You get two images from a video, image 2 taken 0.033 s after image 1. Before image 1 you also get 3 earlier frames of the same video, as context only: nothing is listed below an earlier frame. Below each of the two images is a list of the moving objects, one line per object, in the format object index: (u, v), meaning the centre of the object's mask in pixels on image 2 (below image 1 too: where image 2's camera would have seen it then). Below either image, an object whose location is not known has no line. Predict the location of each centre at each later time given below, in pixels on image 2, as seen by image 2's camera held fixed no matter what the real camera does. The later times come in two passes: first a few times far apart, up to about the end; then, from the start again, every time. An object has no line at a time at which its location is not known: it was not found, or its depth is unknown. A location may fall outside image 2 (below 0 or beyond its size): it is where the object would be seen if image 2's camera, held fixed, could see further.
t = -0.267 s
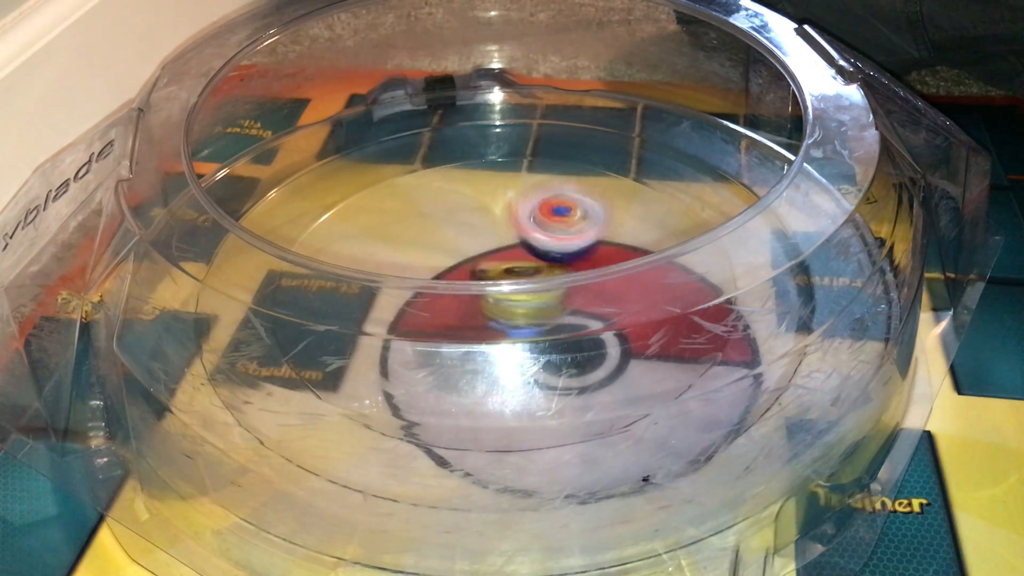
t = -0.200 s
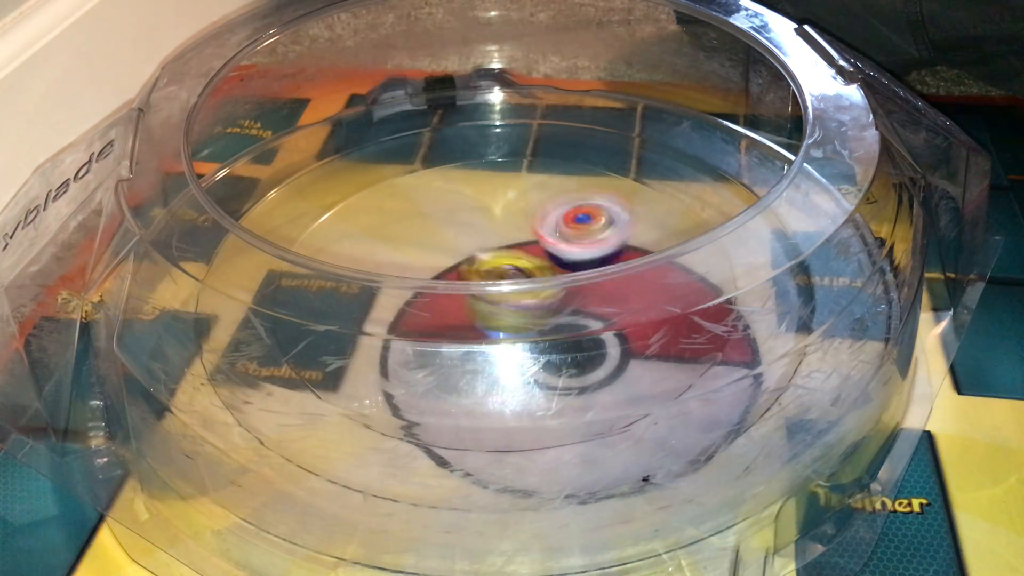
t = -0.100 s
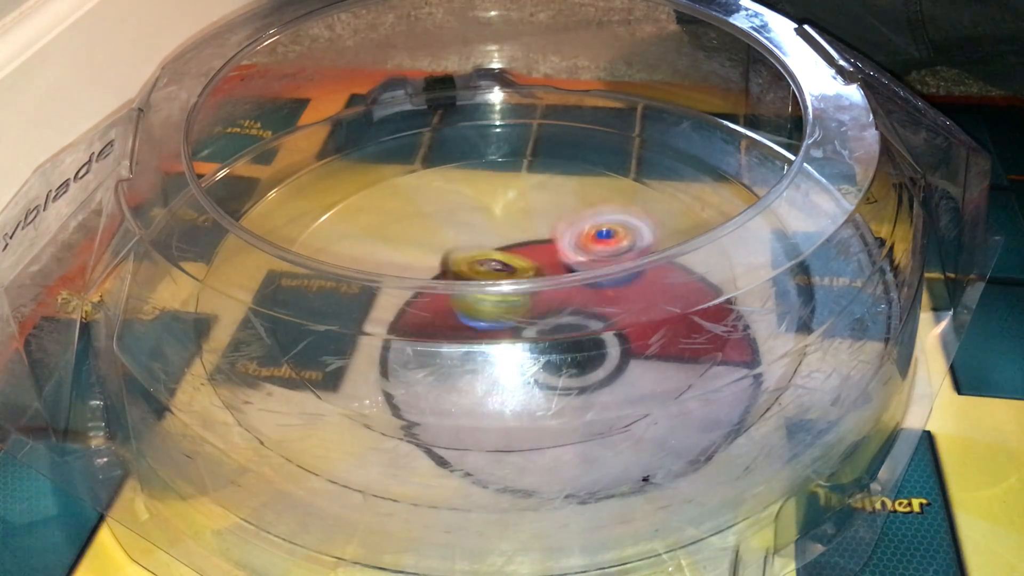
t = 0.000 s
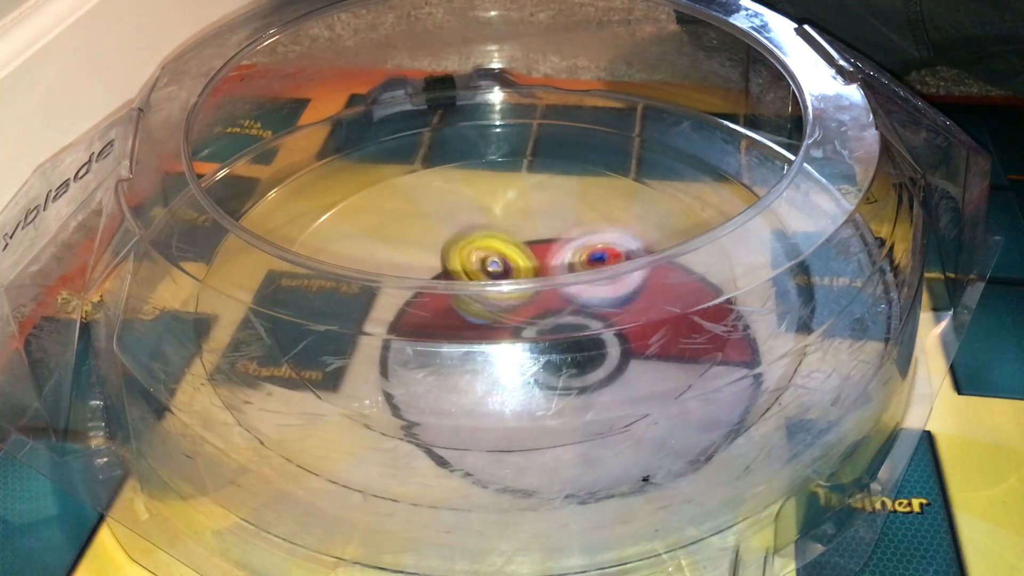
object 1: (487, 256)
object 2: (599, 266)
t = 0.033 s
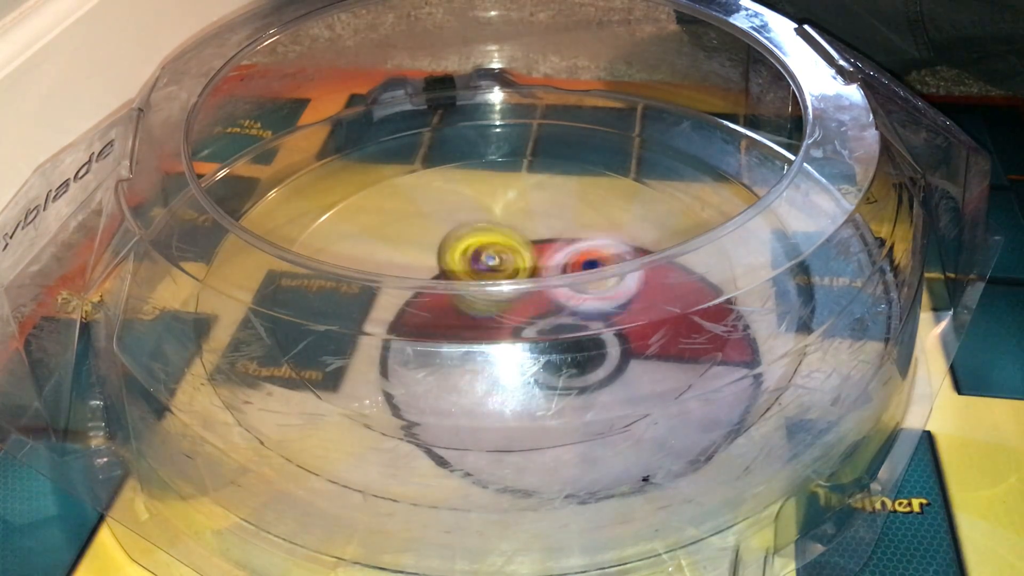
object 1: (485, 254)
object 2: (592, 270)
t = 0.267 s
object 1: (505, 237)
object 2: (508, 316)
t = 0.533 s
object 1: (522, 249)
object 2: (420, 279)
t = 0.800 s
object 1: (522, 275)
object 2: (427, 239)
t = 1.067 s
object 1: (514, 295)
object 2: (472, 221)
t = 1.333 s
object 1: (499, 307)
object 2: (529, 225)
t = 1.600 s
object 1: (485, 294)
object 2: (565, 238)
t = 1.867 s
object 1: (465, 298)
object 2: (571, 253)
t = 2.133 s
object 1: (480, 281)
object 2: (552, 242)
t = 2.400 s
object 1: (487, 280)
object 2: (515, 231)
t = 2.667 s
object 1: (493, 280)
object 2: (514, 230)
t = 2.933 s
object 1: (492, 280)
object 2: (525, 234)
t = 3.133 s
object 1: (492, 280)
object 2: (525, 234)
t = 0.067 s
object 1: (486, 251)
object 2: (580, 283)
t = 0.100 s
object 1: (491, 247)
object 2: (567, 292)
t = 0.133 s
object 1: (494, 244)
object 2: (561, 301)
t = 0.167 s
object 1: (496, 241)
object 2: (554, 311)
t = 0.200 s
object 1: (499, 238)
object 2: (536, 314)
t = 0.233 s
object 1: (502, 237)
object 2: (521, 315)
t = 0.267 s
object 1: (505, 237)
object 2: (508, 316)
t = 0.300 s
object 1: (504, 238)
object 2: (493, 316)
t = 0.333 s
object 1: (505, 239)
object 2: (478, 317)
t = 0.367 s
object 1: (509, 238)
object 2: (468, 314)
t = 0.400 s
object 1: (511, 240)
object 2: (455, 312)
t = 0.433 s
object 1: (512, 243)
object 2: (448, 303)
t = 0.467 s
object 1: (514, 246)
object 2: (436, 293)
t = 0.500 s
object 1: (518, 247)
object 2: (427, 285)
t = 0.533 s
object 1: (522, 249)
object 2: (420, 279)
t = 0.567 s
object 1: (525, 251)
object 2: (415, 268)
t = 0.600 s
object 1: (525, 262)
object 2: (410, 263)
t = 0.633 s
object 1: (524, 266)
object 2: (409, 253)
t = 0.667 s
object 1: (522, 270)
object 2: (411, 250)
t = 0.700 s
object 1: (520, 272)
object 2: (415, 248)
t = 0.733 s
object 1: (521, 274)
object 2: (418, 246)
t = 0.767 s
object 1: (523, 275)
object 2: (423, 242)
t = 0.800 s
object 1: (522, 275)
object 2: (427, 239)
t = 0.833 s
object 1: (520, 278)
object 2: (430, 235)
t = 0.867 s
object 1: (515, 279)
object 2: (436, 231)
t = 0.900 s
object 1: (516, 279)
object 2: (442, 229)
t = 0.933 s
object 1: (518, 279)
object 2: (446, 226)
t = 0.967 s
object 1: (521, 290)
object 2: (451, 225)
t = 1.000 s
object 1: (520, 293)
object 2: (459, 224)
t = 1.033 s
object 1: (518, 293)
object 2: (464, 223)
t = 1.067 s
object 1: (514, 295)
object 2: (472, 221)
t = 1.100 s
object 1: (511, 298)
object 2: (481, 222)
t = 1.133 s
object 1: (511, 303)
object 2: (490, 222)
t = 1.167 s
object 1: (511, 307)
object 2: (498, 223)
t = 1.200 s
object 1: (512, 302)
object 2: (505, 223)
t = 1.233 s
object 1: (511, 299)
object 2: (512, 221)
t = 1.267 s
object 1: (504, 302)
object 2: (517, 221)
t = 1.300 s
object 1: (499, 305)
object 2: (521, 222)
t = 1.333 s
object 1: (499, 307)
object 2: (529, 225)
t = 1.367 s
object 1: (496, 315)
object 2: (534, 229)
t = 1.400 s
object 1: (495, 305)
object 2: (539, 229)
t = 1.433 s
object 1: (491, 303)
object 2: (542, 230)
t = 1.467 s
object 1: (484, 302)
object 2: (548, 229)
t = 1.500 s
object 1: (480, 299)
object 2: (551, 232)
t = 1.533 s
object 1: (482, 295)
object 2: (556, 235)
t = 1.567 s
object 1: (485, 294)
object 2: (562, 236)
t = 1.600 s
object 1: (485, 294)
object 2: (565, 238)
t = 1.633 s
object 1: (481, 281)
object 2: (565, 238)
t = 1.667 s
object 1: (474, 281)
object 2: (562, 240)
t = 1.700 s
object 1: (470, 294)
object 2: (559, 242)
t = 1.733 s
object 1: (474, 294)
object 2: (560, 244)
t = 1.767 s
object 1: (471, 295)
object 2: (565, 243)
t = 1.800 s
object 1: (470, 295)
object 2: (570, 244)
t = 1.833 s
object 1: (467, 298)
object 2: (571, 247)
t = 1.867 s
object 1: (465, 298)
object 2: (571, 253)
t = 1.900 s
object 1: (466, 296)
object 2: (571, 253)
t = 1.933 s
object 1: (470, 296)
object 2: (570, 254)
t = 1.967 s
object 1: (467, 295)
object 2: (572, 252)
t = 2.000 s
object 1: (464, 295)
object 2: (574, 248)
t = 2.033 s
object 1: (467, 294)
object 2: (570, 243)
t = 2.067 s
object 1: (471, 294)
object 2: (565, 243)
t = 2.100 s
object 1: (473, 294)
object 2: (558, 242)
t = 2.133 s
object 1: (480, 281)
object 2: (552, 242)
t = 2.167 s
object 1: (487, 281)
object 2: (550, 241)
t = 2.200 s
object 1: (491, 281)
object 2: (544, 239)
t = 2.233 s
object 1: (491, 280)
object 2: (540, 235)
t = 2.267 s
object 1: (486, 281)
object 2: (535, 233)
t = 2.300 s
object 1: (487, 281)
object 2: (528, 233)
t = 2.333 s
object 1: (487, 281)
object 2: (520, 232)
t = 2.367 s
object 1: (487, 281)
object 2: (516, 232)
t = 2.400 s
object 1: (487, 280)
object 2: (515, 231)
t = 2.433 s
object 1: (489, 280)
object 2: (513, 231)
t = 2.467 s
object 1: (491, 280)
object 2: (512, 230)
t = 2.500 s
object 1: (492, 280)
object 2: (512, 230)
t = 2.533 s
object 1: (492, 280)
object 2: (512, 230)
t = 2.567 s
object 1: (492, 280)
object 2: (513, 230)
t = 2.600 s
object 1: (493, 280)
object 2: (513, 230)
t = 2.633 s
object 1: (493, 280)
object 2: (514, 230)
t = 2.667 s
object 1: (493, 280)
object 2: (514, 230)
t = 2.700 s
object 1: (493, 280)
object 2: (515, 231)
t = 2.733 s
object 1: (493, 280)
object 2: (516, 231)
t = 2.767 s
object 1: (493, 280)
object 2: (517, 232)
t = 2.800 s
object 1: (493, 280)
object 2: (519, 232)
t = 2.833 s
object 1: (493, 280)
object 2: (522, 233)
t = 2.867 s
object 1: (493, 280)
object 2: (525, 234)
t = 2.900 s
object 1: (493, 280)
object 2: (525, 234)
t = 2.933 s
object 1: (492, 280)
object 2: (525, 234)
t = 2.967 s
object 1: (492, 280)
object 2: (525, 234)
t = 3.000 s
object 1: (492, 280)
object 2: (525, 234)
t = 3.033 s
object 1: (492, 280)
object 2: (525, 234)
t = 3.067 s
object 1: (492, 280)
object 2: (525, 234)
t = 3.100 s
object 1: (492, 280)
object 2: (525, 234)
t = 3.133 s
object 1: (492, 280)
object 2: (525, 234)
